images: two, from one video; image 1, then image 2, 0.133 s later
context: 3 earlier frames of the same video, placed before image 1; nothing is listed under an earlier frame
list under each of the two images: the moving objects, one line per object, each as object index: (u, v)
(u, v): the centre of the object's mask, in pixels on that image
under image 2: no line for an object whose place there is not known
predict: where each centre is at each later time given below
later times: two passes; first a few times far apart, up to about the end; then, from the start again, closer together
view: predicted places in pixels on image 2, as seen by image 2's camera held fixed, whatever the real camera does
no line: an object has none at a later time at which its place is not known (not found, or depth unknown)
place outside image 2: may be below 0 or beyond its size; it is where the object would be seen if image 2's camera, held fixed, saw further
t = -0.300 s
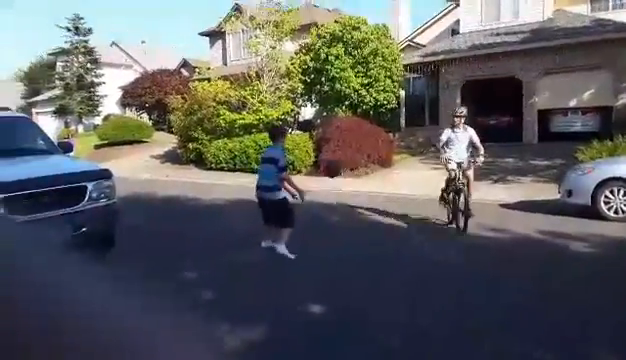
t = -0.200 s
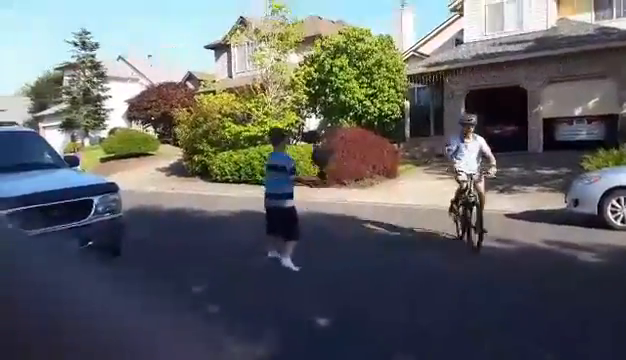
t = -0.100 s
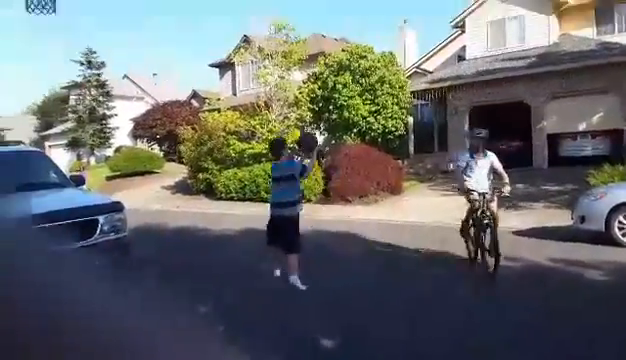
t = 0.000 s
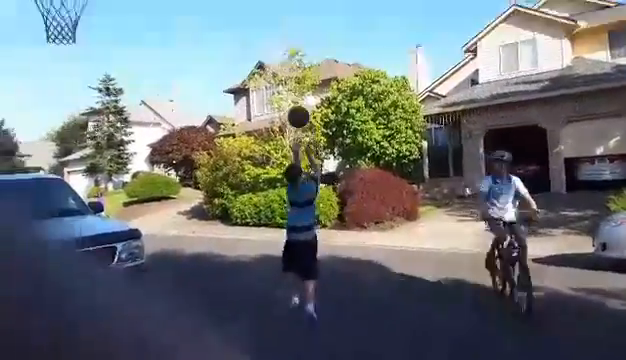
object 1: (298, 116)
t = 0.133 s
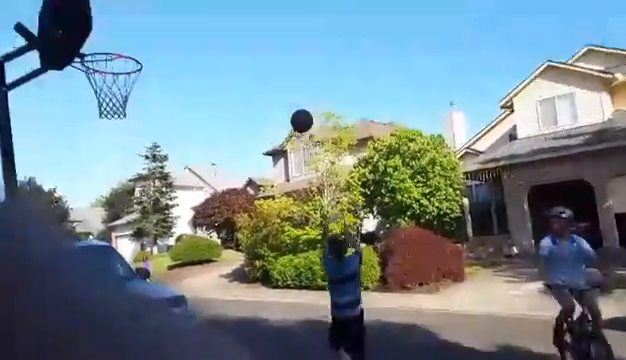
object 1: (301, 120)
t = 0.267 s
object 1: (260, 81)
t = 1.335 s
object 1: (159, 197)
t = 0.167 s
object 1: (289, 107)
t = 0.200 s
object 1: (277, 97)
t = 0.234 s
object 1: (268, 88)
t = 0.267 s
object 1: (260, 81)
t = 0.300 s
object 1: (250, 73)
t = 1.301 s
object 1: (157, 177)
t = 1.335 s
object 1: (159, 197)
